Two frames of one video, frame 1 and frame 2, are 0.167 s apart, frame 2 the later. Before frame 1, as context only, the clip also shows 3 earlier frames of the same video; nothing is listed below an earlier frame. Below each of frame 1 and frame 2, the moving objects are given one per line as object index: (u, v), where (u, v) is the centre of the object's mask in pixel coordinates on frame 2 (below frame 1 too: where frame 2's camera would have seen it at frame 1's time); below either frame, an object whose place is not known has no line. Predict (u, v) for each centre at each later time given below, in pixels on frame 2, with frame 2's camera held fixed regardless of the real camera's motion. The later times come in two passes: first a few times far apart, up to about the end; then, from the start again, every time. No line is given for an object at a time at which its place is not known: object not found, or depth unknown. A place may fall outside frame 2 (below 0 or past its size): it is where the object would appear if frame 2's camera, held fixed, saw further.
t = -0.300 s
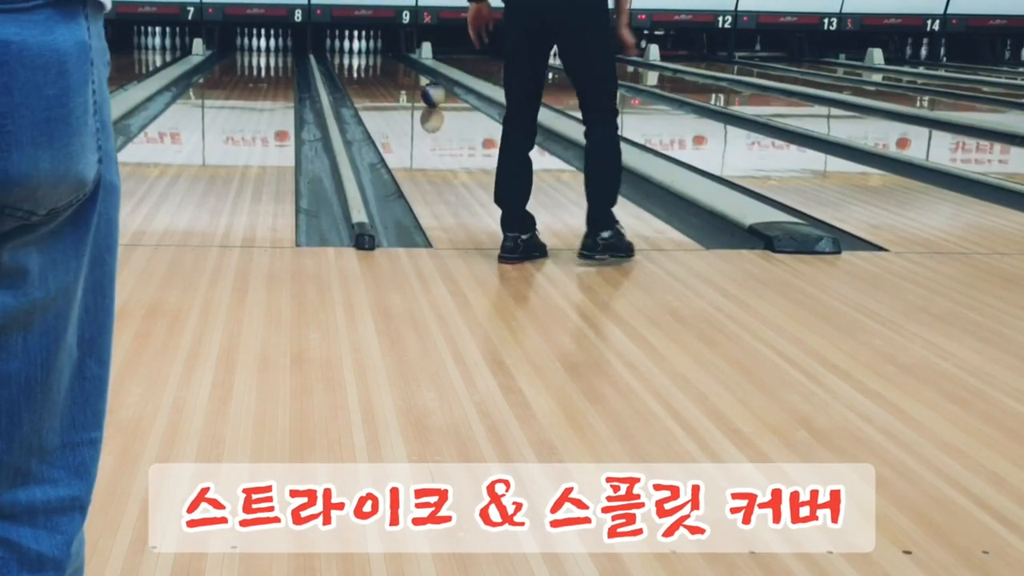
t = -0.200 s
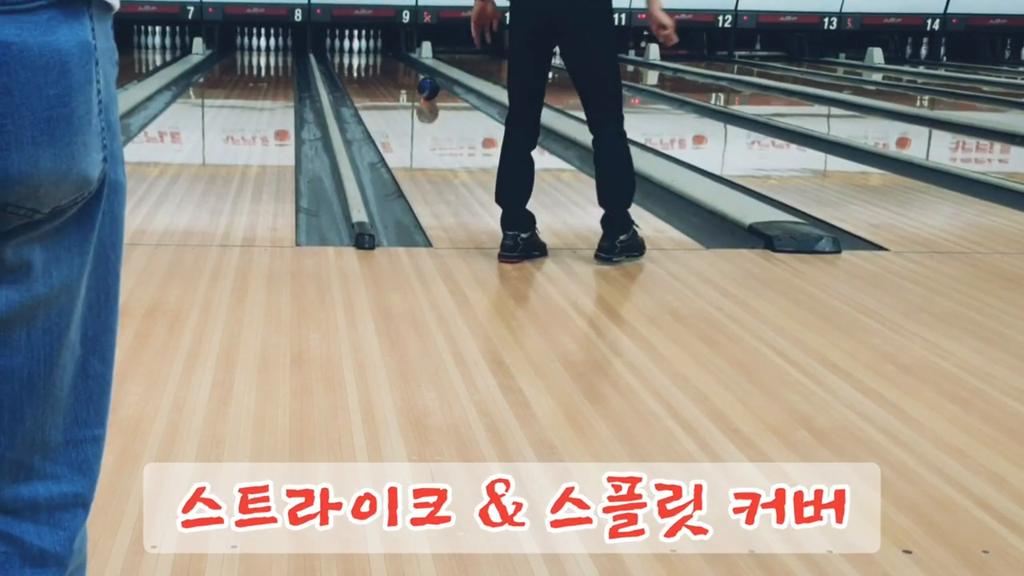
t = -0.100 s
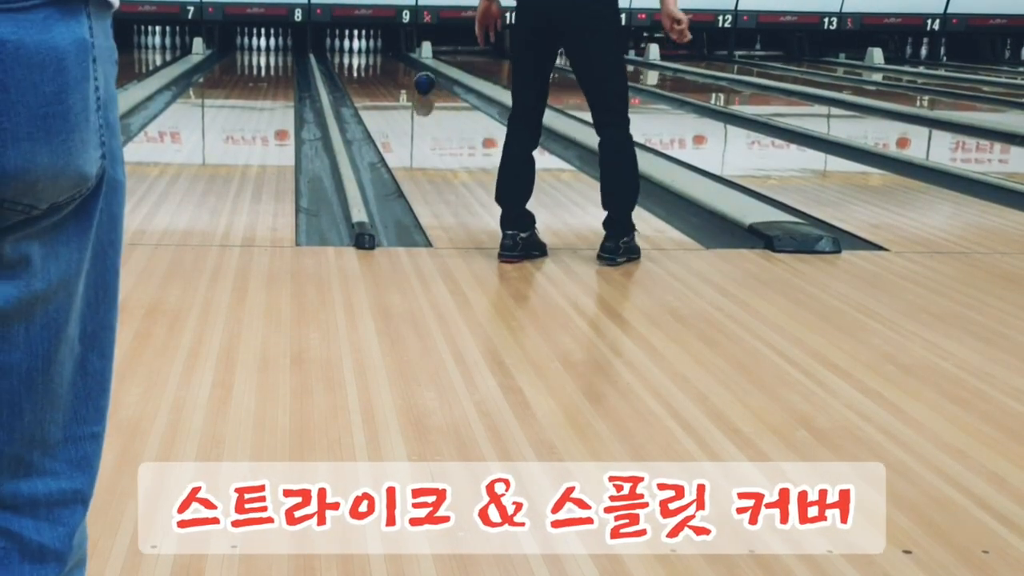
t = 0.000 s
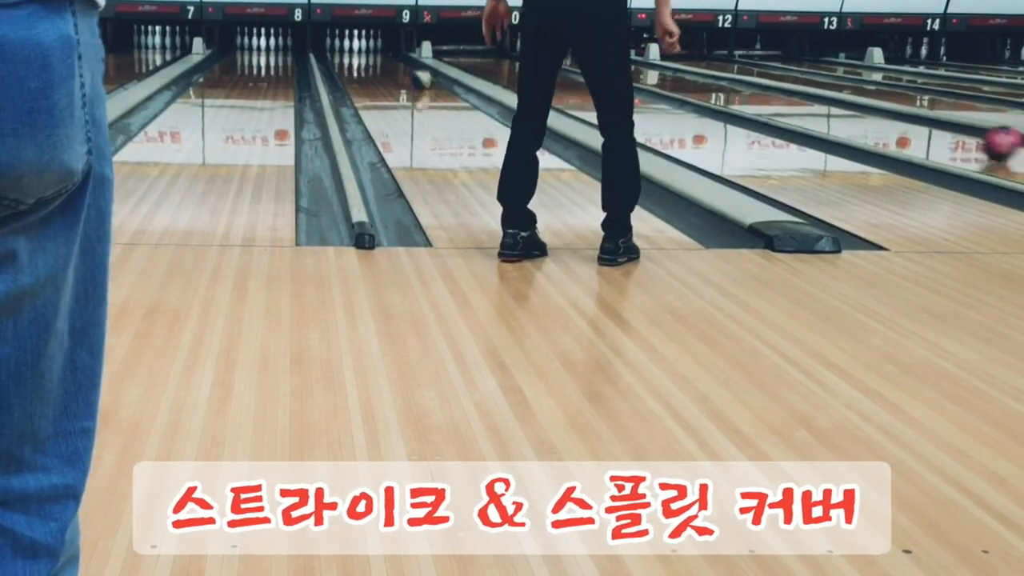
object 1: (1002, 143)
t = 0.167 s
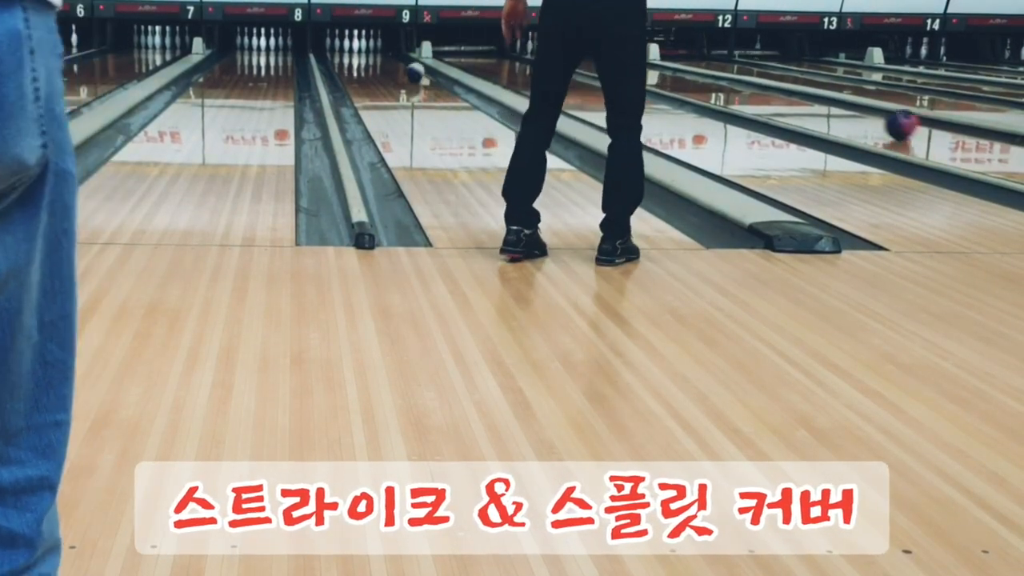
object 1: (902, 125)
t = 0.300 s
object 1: (839, 112)
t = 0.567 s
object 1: (746, 93)
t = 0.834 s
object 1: (681, 80)
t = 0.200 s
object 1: (885, 121)
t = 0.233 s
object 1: (869, 117)
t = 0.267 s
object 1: (854, 115)
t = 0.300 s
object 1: (839, 112)
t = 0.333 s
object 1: (826, 109)
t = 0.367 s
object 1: (812, 106)
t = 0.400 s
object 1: (800, 104)
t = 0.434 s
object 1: (789, 101)
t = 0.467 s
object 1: (777, 99)
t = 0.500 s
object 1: (767, 98)
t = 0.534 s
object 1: (756, 95)
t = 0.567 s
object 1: (746, 93)
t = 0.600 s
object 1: (737, 90)
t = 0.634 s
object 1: (727, 89)
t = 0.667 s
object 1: (719, 87)
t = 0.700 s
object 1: (711, 85)
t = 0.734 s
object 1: (703, 84)
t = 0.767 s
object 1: (694, 82)
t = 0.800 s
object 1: (688, 80)
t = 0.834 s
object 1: (681, 80)
